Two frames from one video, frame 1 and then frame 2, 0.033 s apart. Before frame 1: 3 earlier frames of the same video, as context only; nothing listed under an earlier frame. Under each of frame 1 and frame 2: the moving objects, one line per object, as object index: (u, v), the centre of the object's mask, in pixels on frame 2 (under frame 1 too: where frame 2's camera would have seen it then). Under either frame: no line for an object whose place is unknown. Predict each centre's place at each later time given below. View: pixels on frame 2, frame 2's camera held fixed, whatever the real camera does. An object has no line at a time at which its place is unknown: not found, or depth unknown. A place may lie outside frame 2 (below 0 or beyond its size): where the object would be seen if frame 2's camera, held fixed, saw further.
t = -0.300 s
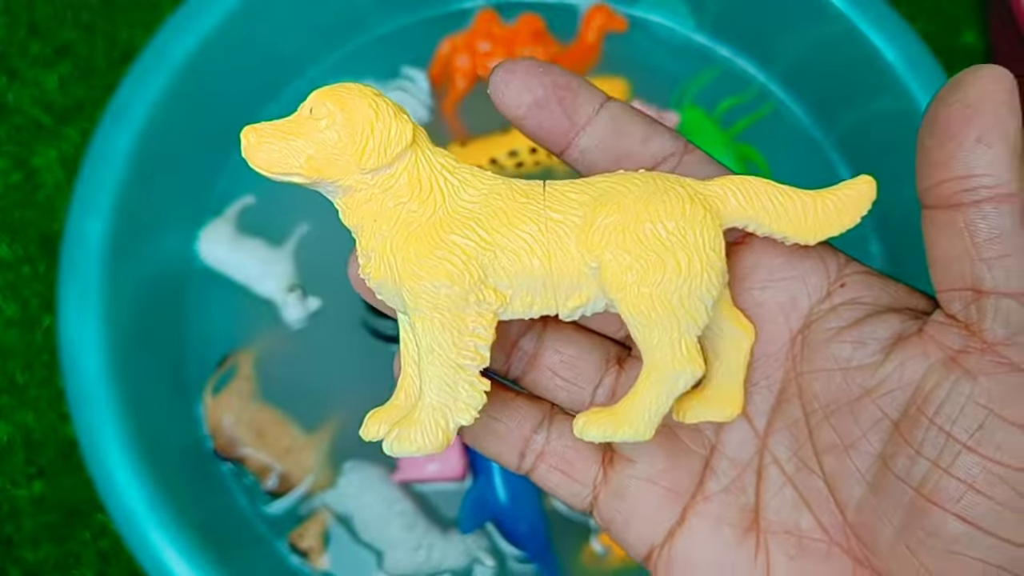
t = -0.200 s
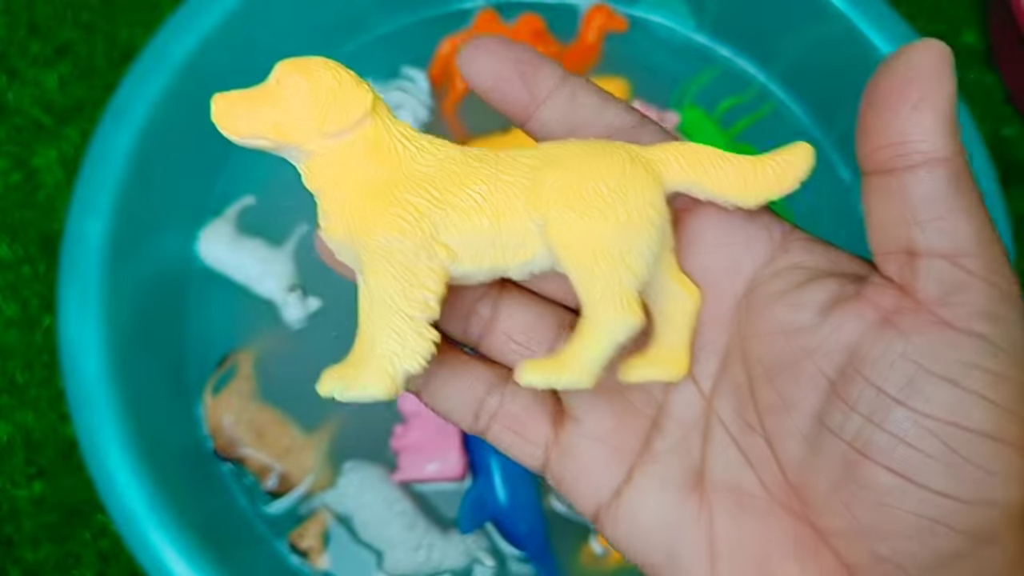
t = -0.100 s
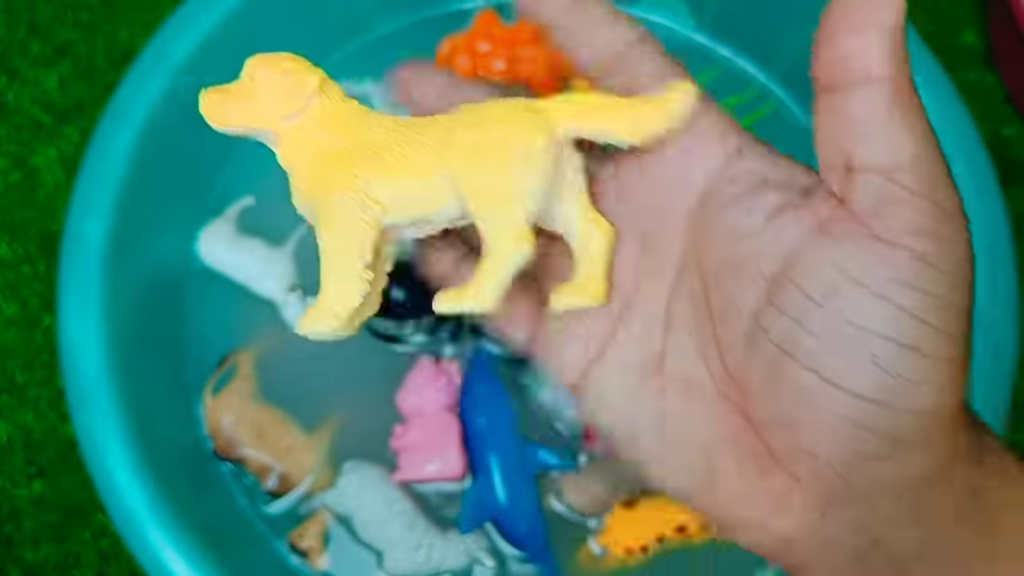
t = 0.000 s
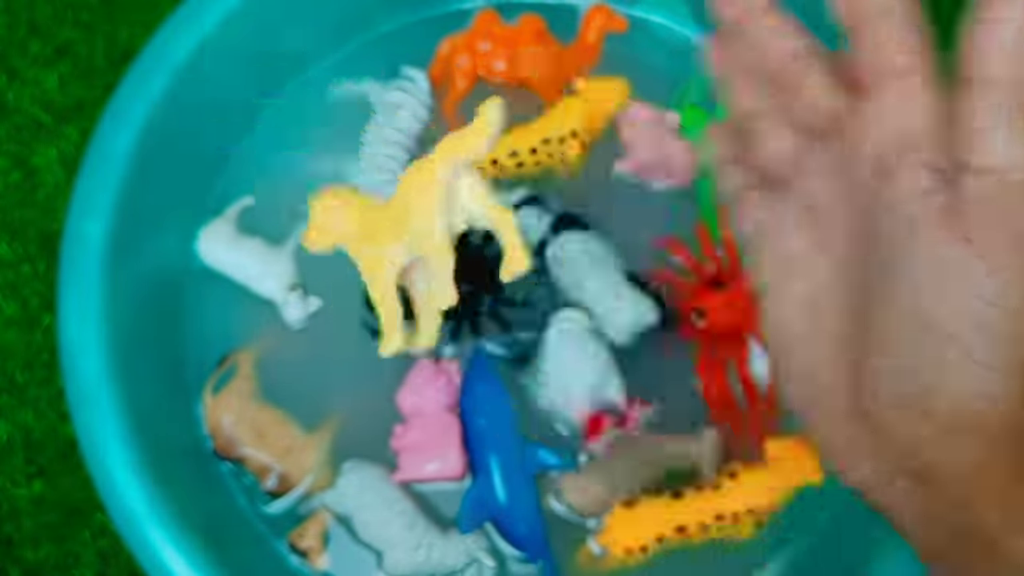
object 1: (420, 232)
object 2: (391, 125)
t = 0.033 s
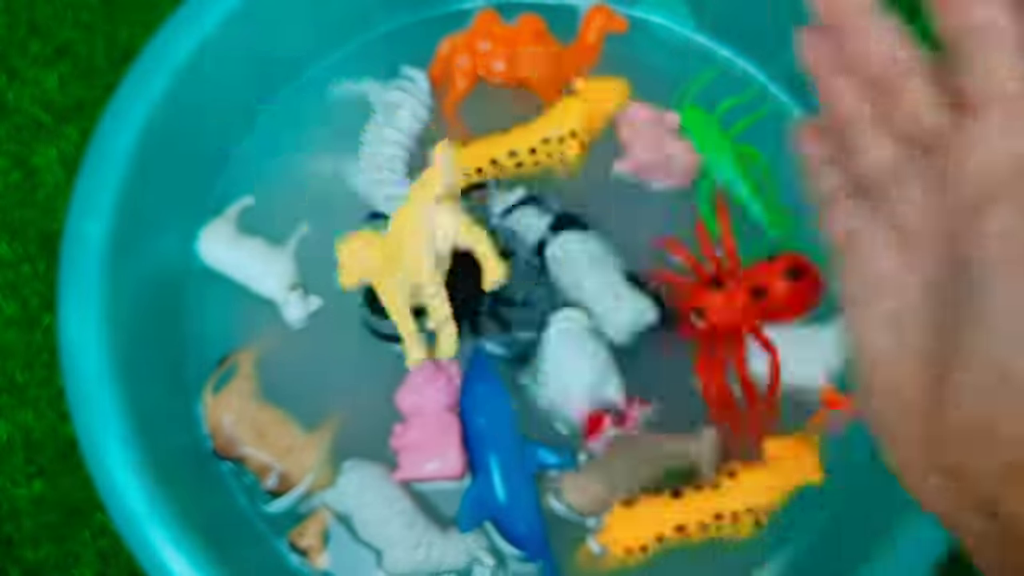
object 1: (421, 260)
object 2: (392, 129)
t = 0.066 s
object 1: (415, 276)
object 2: (391, 128)
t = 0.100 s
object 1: (406, 276)
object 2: (393, 121)
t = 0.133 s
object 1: (397, 282)
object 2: (399, 98)
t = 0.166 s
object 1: (393, 289)
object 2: (401, 102)
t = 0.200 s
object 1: (393, 292)
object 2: (400, 102)
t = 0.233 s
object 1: (385, 297)
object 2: (399, 102)
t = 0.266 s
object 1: (383, 297)
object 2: (399, 102)
